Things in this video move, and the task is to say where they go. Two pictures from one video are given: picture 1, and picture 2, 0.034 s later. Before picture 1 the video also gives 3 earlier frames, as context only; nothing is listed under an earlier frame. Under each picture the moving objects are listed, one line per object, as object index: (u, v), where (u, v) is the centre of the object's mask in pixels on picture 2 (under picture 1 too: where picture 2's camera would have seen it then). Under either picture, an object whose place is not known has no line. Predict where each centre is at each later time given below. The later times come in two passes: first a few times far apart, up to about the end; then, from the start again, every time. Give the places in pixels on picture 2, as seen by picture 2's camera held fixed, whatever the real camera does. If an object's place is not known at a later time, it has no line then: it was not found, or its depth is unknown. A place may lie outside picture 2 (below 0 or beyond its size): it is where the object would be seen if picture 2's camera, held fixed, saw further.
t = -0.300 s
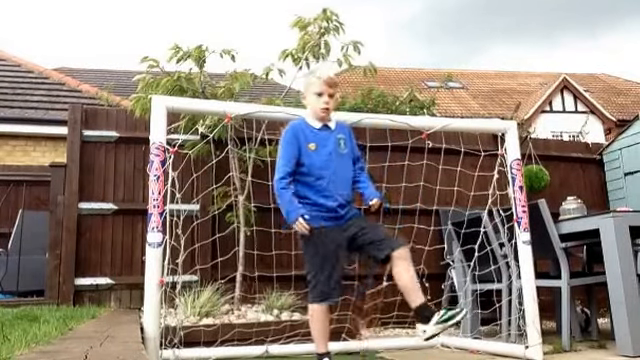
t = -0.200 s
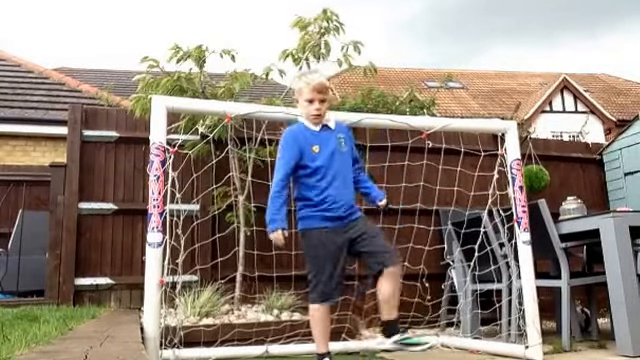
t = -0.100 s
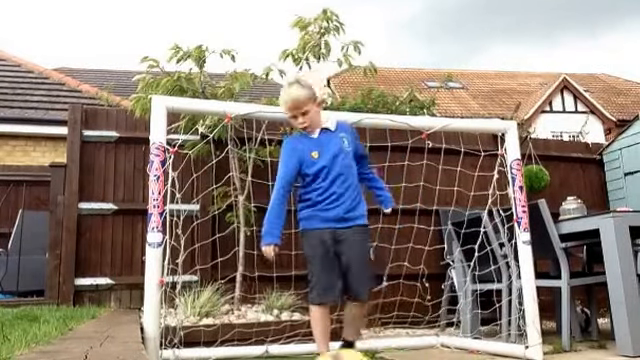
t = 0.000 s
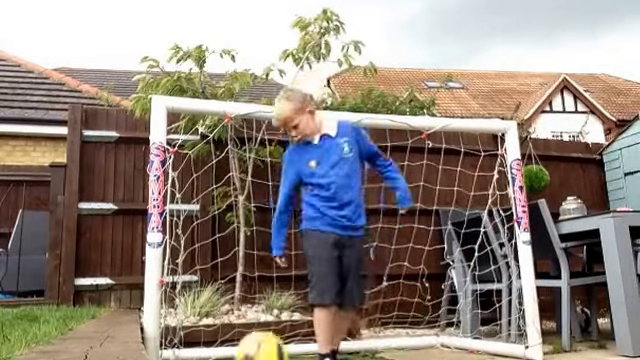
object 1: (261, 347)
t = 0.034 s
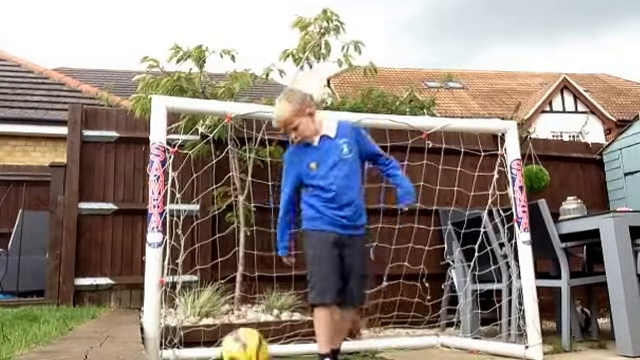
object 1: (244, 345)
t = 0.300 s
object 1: (209, 270)
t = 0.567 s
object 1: (259, 199)
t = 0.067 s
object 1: (230, 345)
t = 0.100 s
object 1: (216, 346)
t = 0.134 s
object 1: (205, 344)
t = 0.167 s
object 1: (196, 341)
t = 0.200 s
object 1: (192, 333)
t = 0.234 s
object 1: (197, 311)
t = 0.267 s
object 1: (205, 288)
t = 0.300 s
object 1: (209, 270)
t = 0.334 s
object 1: (214, 254)
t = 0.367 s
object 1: (219, 238)
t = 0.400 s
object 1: (226, 226)
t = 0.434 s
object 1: (232, 216)
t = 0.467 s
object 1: (237, 210)
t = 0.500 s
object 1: (244, 203)
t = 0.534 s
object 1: (252, 198)
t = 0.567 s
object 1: (259, 199)
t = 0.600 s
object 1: (267, 197)
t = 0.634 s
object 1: (275, 201)
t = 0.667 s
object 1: (282, 205)
